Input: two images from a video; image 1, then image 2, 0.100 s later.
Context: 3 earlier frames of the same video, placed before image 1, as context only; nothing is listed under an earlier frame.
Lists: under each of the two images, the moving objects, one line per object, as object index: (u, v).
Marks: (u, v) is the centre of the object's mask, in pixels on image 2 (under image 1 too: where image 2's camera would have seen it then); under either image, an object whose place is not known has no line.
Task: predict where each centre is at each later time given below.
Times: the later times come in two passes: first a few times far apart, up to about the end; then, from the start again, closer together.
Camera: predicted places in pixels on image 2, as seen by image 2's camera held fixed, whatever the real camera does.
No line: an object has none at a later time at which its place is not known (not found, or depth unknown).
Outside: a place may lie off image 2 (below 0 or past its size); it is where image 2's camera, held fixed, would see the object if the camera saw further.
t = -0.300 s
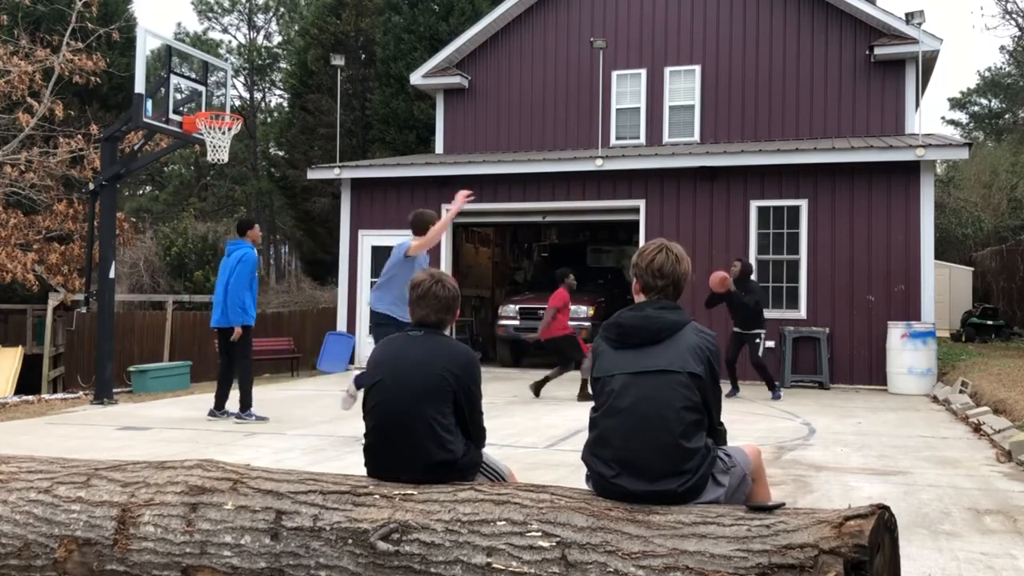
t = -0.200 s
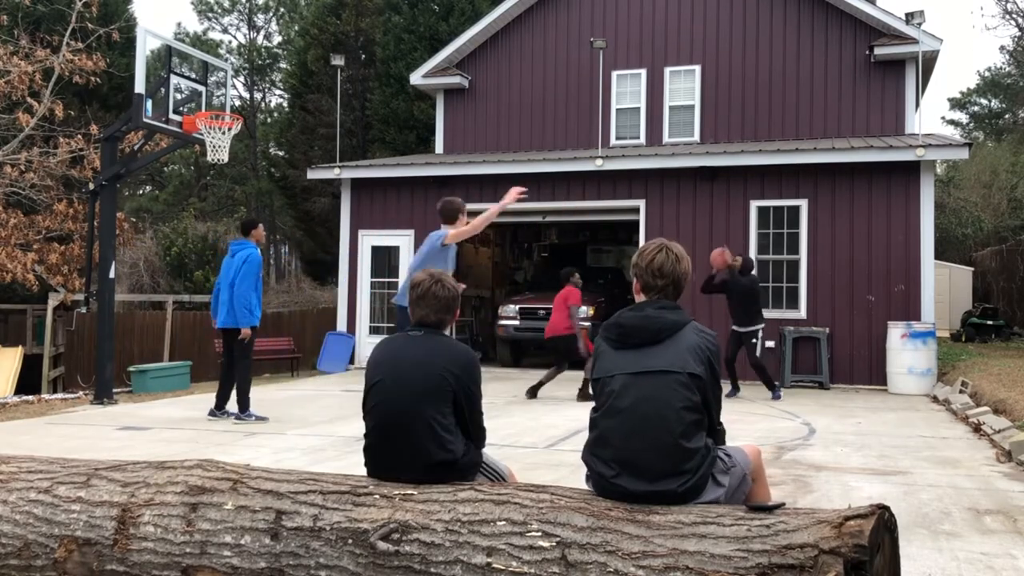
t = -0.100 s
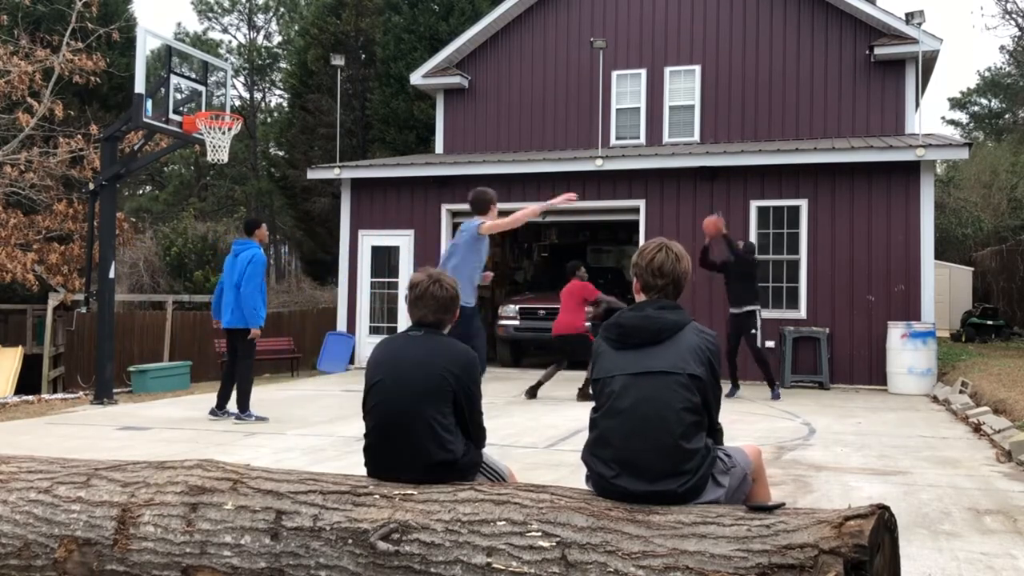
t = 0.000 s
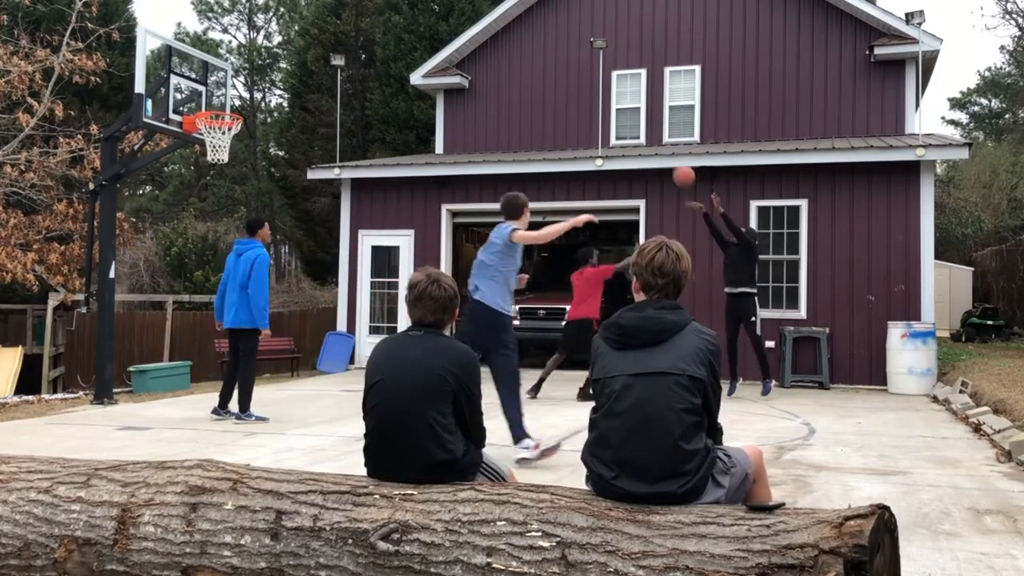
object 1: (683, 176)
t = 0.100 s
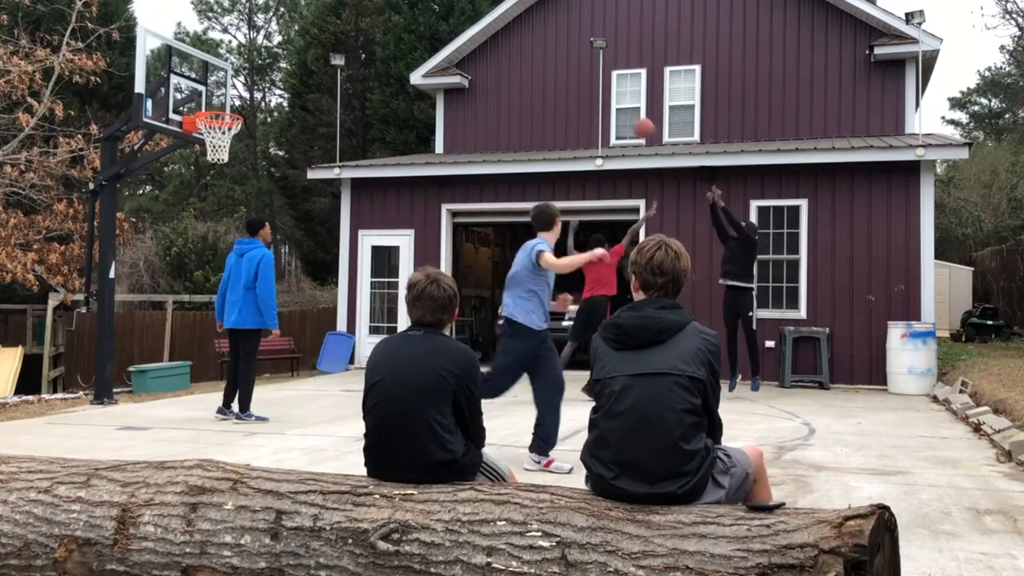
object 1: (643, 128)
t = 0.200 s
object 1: (602, 88)
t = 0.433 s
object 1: (507, 30)
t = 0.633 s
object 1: (424, 15)
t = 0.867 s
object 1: (324, 42)
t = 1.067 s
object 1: (238, 103)
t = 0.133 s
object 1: (629, 115)
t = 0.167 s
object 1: (616, 101)
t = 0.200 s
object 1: (602, 88)
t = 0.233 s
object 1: (588, 77)
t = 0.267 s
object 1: (575, 67)
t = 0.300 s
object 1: (562, 58)
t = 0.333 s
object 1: (548, 49)
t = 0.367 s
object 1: (534, 41)
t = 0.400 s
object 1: (521, 35)
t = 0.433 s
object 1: (507, 30)
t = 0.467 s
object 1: (494, 25)
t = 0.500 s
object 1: (479, 21)
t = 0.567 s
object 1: (452, 16)
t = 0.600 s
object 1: (438, 15)
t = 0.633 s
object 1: (424, 15)
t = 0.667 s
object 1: (410, 16)
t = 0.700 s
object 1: (396, 17)
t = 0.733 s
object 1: (382, 21)
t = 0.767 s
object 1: (367, 25)
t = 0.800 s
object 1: (353, 29)
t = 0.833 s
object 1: (338, 35)
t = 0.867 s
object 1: (324, 42)
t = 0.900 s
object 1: (310, 50)
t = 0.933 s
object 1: (295, 57)
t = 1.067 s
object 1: (238, 103)
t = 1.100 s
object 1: (222, 108)
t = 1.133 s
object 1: (218, 118)
